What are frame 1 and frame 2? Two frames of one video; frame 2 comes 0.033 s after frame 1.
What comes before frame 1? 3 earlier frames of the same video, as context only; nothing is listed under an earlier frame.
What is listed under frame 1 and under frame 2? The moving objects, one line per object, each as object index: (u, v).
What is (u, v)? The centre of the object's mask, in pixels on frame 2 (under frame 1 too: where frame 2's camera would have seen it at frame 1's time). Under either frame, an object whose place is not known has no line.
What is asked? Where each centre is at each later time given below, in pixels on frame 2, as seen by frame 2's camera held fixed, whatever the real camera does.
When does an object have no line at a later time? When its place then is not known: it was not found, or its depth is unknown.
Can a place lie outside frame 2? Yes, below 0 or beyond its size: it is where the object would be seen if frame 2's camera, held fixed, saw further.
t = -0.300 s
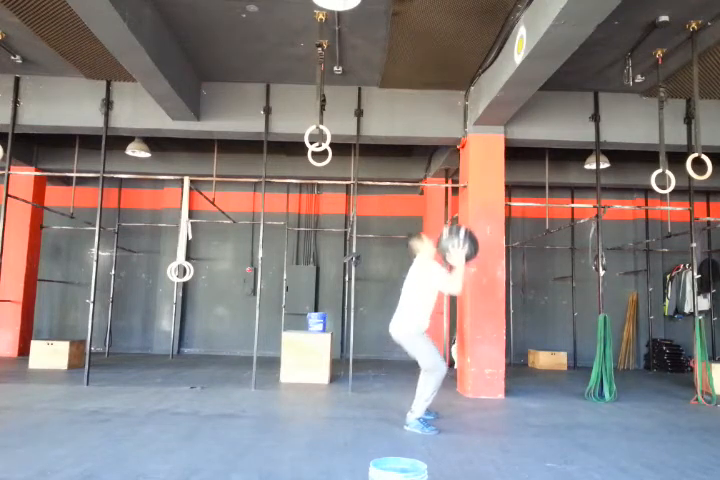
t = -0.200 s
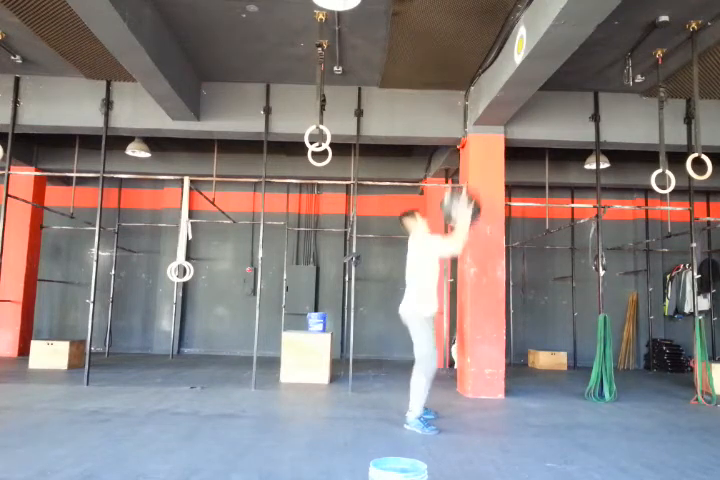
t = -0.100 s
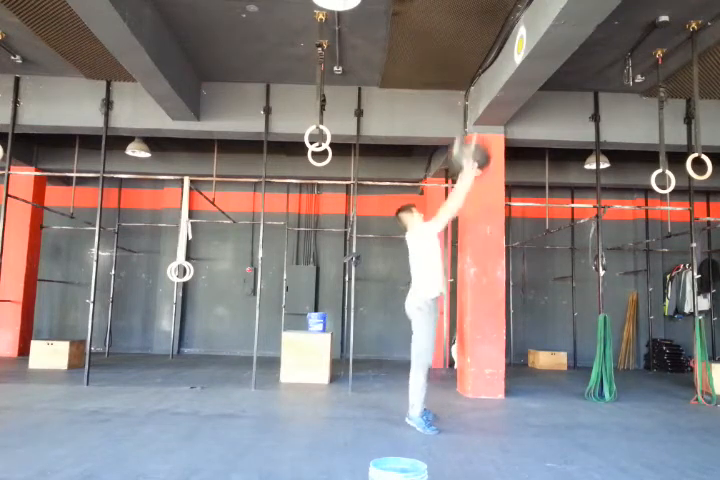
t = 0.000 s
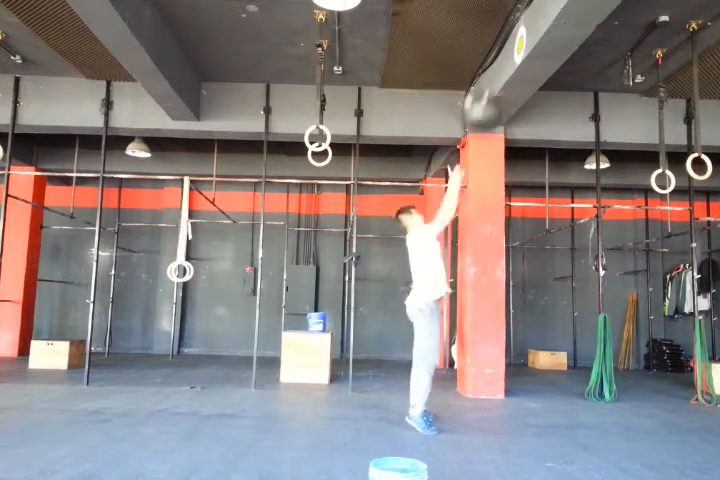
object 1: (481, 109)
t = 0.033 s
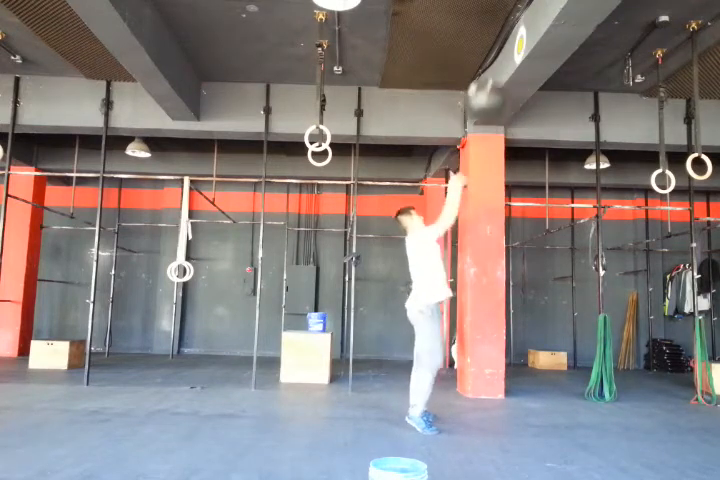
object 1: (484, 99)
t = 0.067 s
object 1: (487, 89)
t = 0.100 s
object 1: (489, 78)
